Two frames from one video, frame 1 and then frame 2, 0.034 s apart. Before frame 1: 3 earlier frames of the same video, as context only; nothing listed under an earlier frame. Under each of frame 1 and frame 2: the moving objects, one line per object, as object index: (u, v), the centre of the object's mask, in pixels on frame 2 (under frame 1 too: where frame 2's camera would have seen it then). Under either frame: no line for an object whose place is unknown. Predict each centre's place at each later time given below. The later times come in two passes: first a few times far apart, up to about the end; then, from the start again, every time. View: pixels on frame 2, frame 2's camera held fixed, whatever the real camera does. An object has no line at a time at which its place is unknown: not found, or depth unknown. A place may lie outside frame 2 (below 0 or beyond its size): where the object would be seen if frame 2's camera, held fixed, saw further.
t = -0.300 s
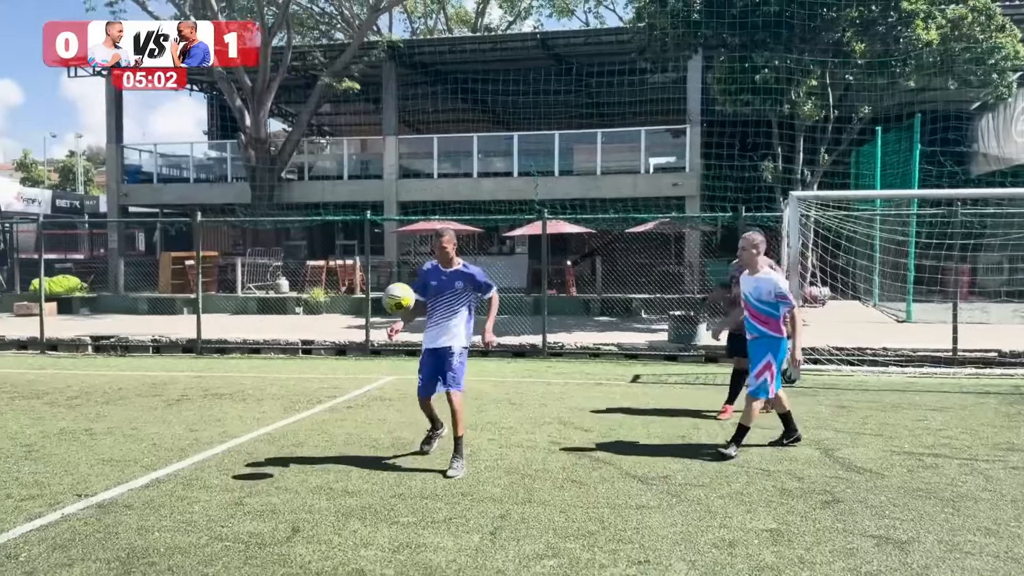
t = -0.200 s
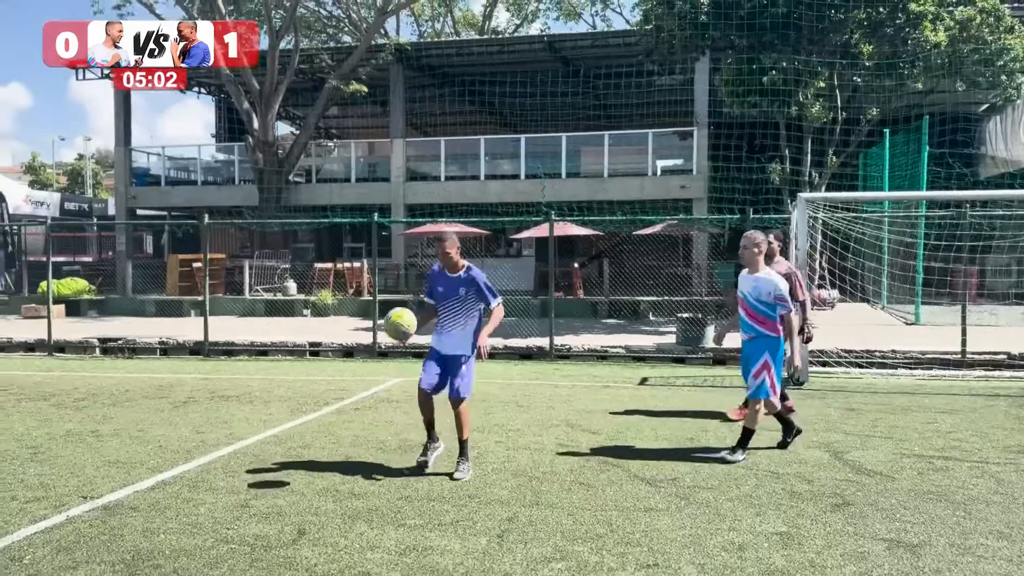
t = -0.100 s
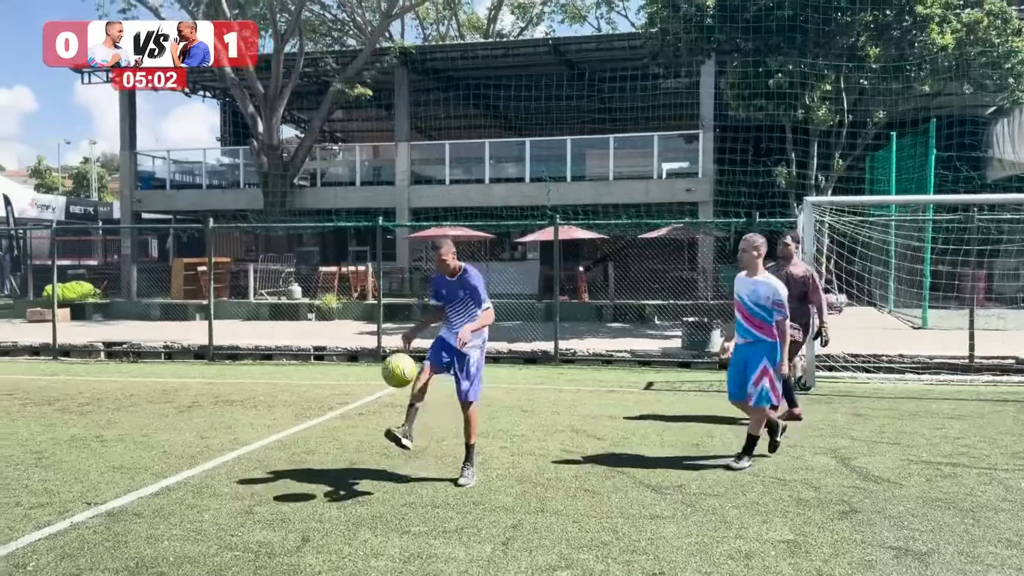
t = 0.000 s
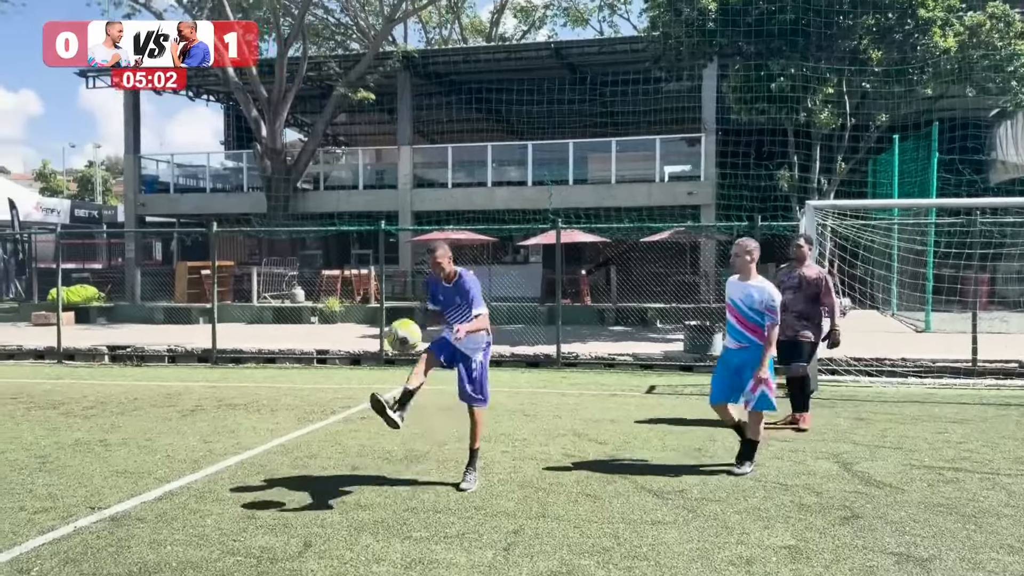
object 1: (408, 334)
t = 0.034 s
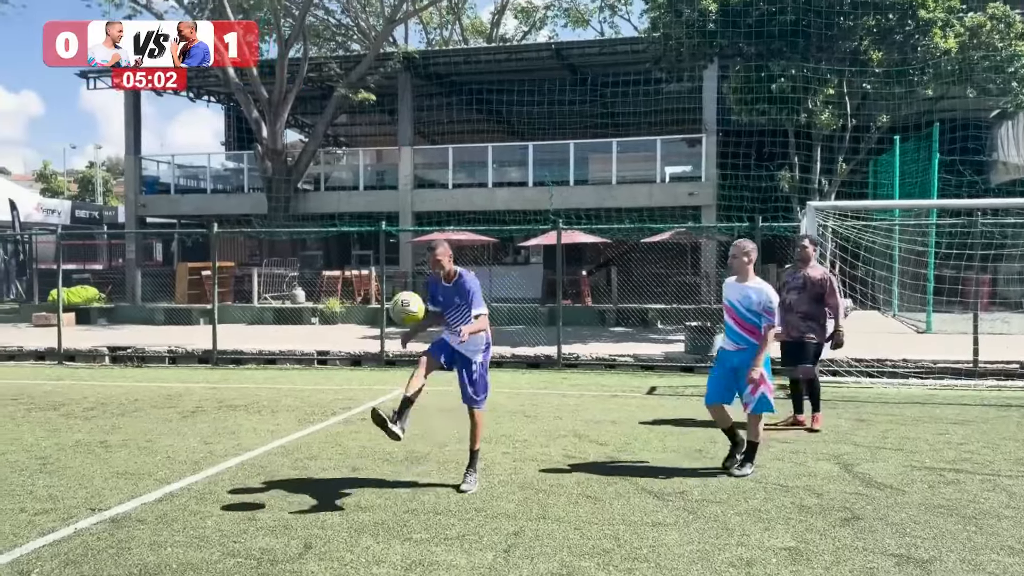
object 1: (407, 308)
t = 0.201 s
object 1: (425, 187)
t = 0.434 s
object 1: (436, 89)
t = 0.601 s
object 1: (450, 73)
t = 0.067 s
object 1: (409, 282)
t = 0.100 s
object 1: (412, 255)
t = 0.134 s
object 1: (420, 229)
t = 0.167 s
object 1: (418, 209)
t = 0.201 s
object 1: (425, 187)
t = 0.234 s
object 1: (428, 166)
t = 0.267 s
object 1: (431, 149)
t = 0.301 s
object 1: (433, 135)
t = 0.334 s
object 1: (429, 122)
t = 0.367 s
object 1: (431, 109)
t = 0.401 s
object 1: (433, 98)
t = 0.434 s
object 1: (436, 89)
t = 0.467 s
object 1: (438, 82)
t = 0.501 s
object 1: (441, 77)
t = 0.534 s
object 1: (444, 74)
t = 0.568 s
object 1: (447, 73)
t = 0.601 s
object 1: (450, 73)
